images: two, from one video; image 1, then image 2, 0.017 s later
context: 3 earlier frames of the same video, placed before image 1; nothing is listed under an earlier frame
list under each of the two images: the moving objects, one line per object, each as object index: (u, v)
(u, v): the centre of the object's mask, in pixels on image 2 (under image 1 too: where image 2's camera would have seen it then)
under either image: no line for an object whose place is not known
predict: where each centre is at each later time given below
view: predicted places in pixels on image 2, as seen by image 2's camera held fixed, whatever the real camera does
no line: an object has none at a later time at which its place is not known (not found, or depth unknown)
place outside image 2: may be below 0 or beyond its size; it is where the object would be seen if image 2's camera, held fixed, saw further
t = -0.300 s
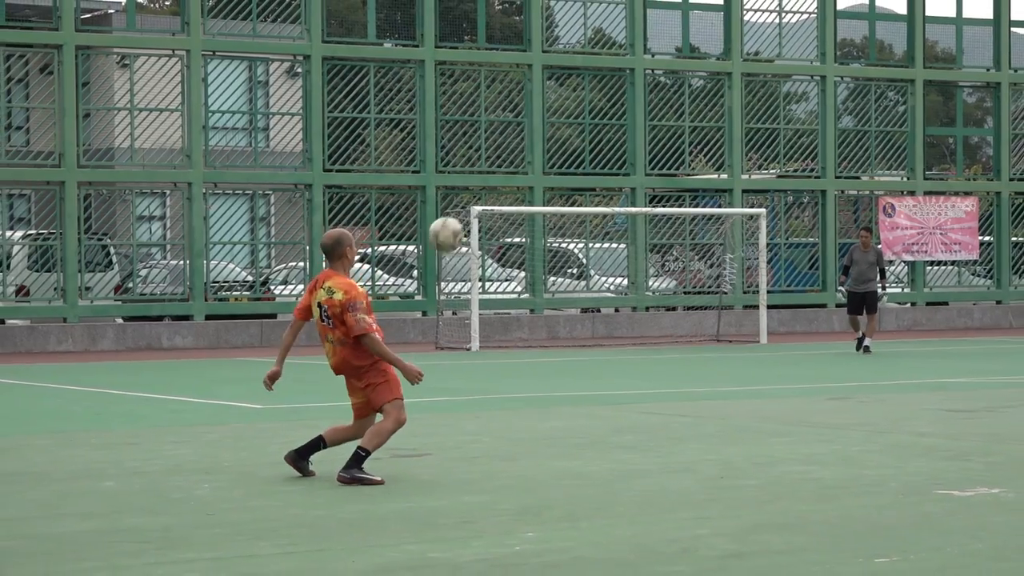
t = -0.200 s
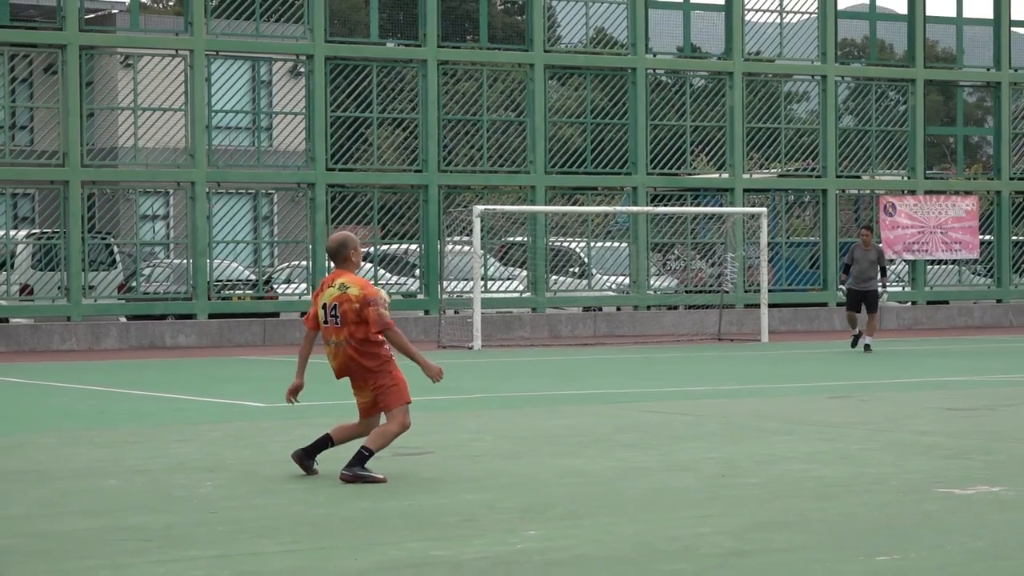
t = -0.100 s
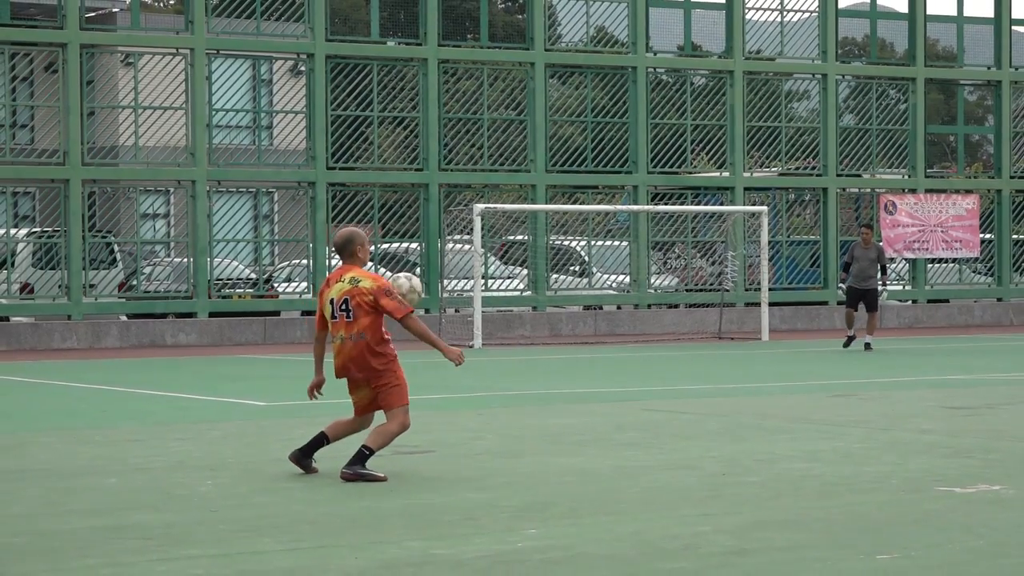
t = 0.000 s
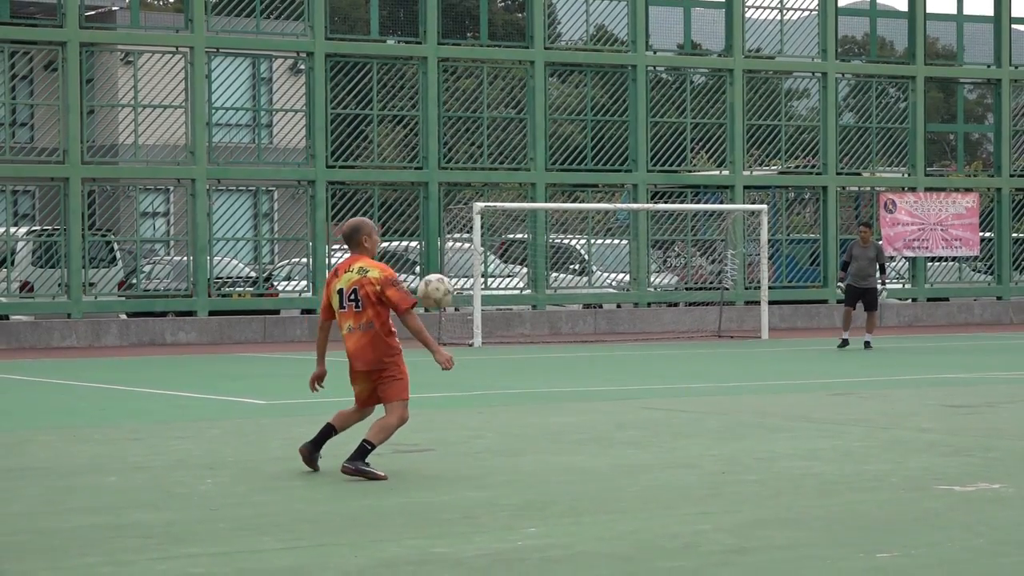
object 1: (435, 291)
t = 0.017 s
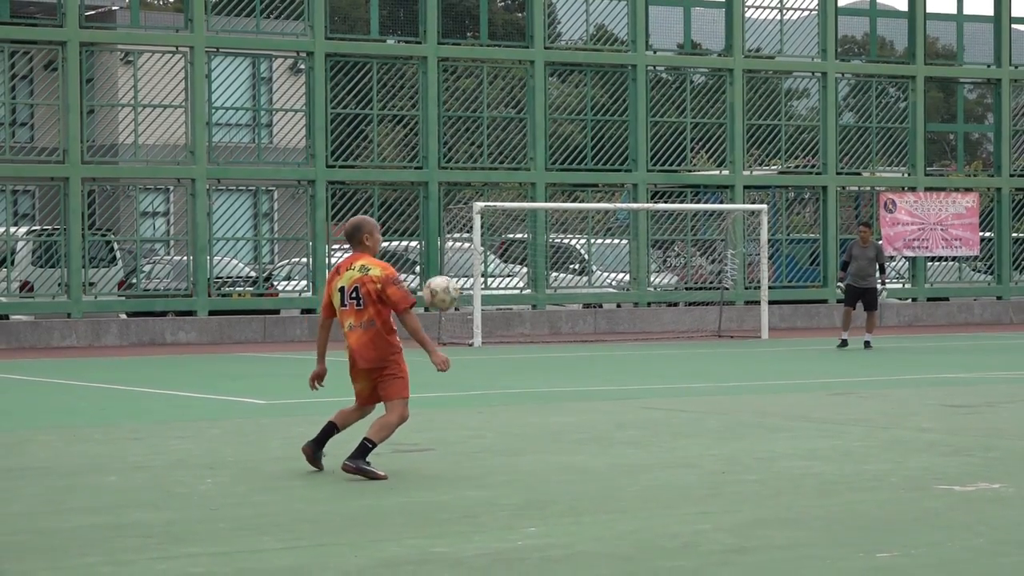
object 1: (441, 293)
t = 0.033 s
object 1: (446, 295)
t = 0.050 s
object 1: (451, 299)
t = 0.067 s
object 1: (456, 302)
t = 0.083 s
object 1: (462, 307)
